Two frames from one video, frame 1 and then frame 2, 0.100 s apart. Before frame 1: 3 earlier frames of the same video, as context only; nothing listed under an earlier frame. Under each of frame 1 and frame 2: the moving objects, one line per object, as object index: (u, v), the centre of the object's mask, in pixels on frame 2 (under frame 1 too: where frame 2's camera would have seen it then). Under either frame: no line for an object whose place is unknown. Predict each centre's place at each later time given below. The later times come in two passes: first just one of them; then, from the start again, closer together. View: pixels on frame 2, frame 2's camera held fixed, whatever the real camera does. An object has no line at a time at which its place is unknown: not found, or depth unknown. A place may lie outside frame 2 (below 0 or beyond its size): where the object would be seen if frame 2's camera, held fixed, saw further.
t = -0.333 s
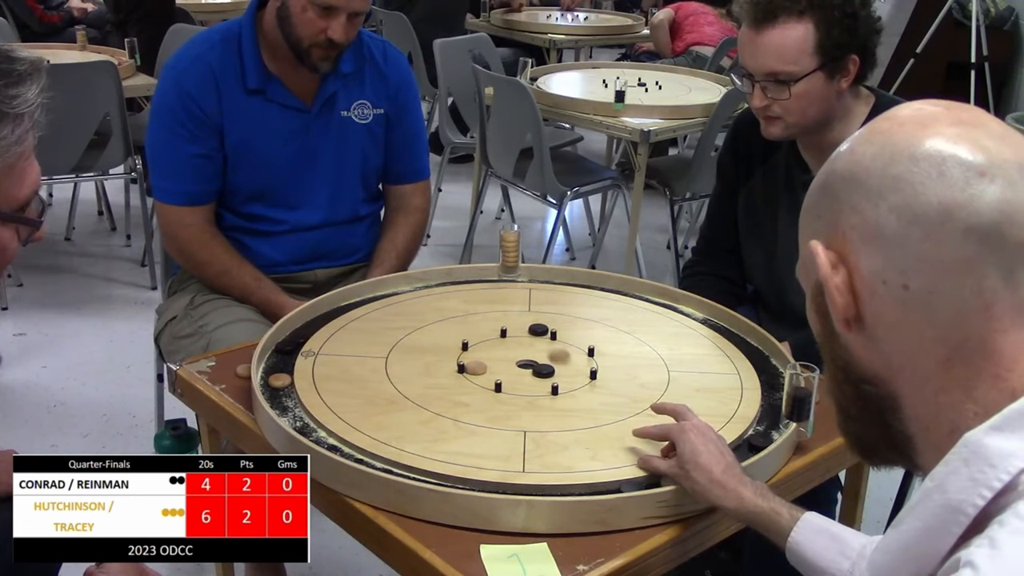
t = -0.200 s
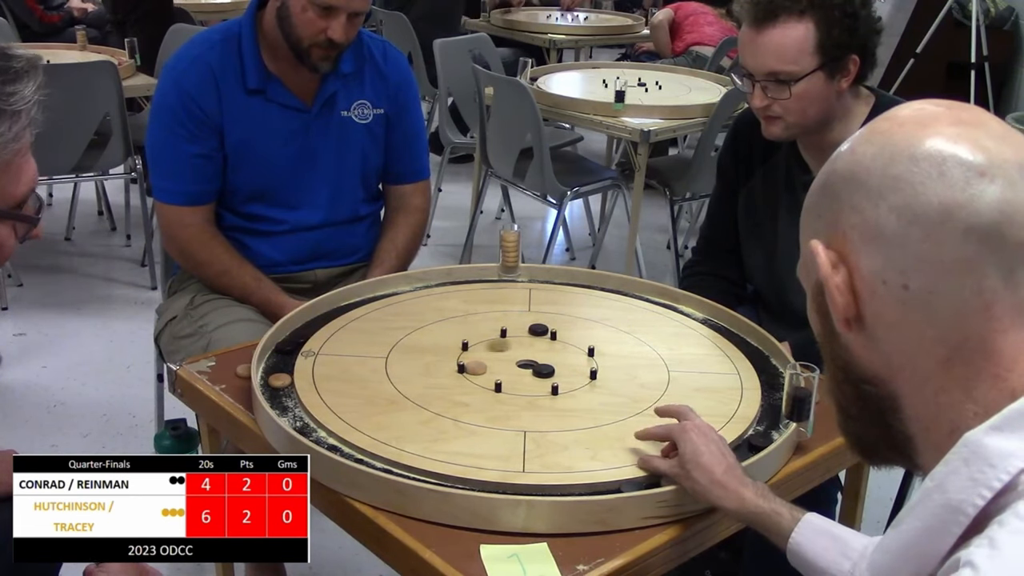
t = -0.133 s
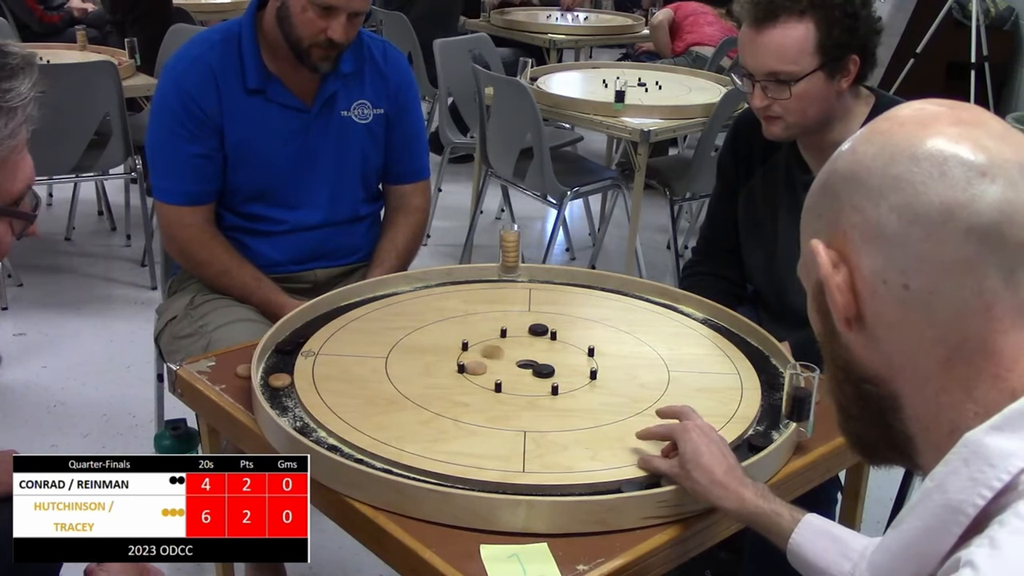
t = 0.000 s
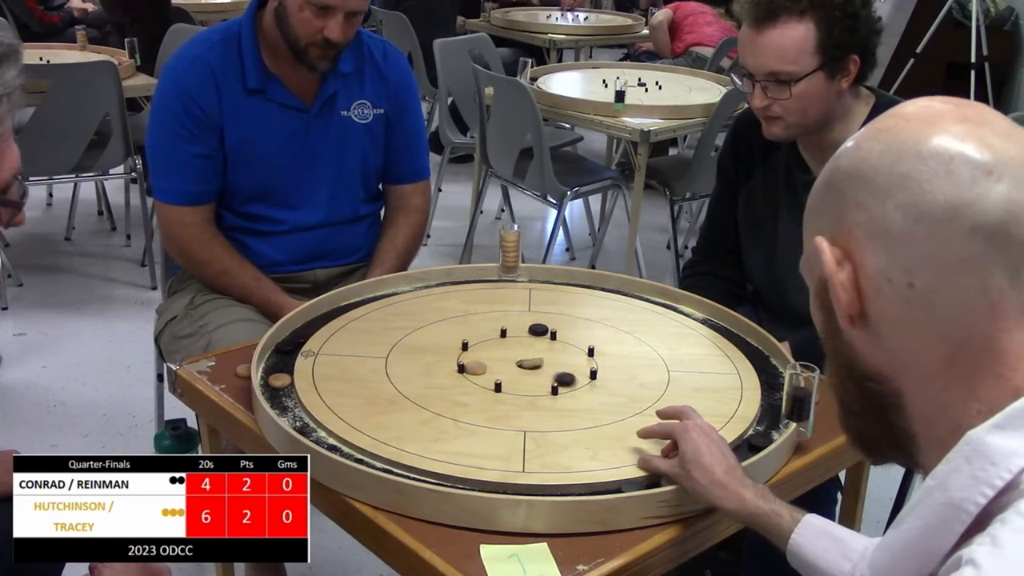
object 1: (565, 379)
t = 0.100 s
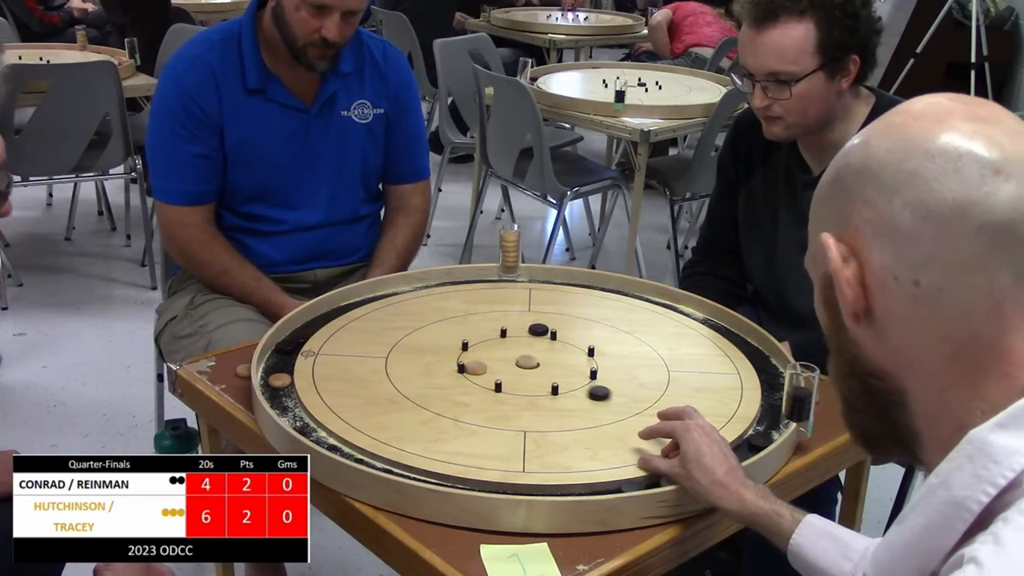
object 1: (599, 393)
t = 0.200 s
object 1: (629, 405)
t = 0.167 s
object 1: (619, 401)
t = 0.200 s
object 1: (629, 405)
